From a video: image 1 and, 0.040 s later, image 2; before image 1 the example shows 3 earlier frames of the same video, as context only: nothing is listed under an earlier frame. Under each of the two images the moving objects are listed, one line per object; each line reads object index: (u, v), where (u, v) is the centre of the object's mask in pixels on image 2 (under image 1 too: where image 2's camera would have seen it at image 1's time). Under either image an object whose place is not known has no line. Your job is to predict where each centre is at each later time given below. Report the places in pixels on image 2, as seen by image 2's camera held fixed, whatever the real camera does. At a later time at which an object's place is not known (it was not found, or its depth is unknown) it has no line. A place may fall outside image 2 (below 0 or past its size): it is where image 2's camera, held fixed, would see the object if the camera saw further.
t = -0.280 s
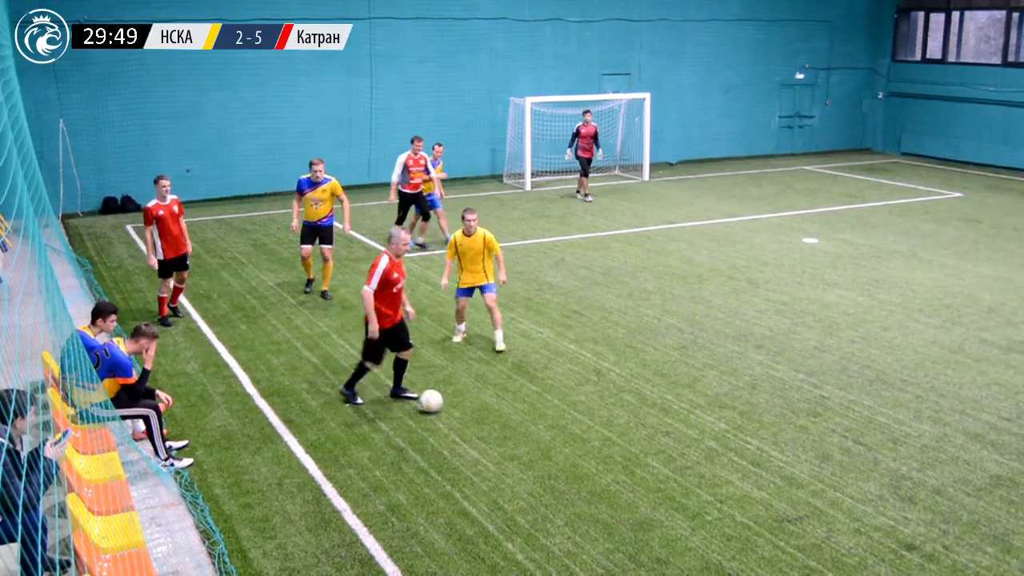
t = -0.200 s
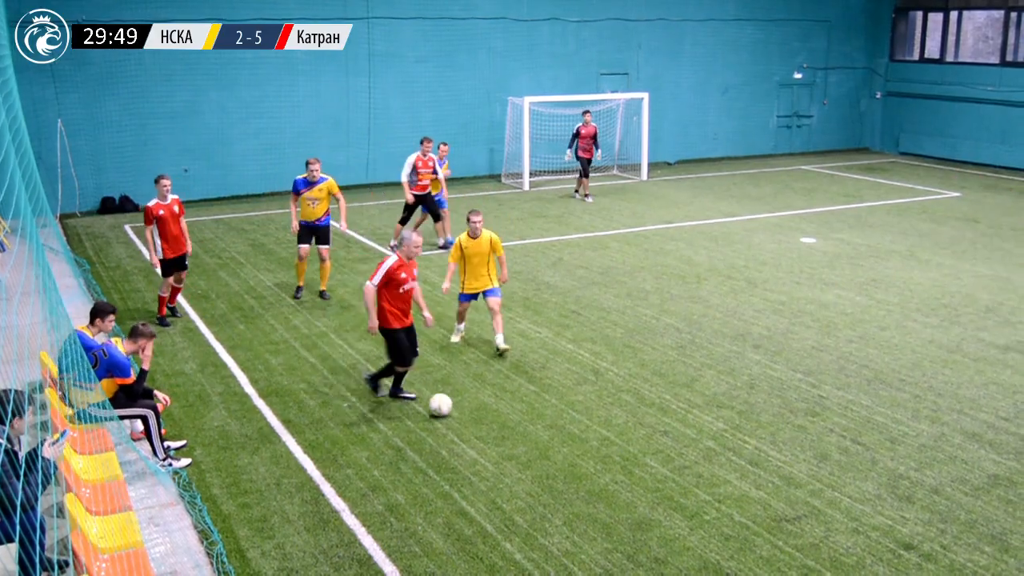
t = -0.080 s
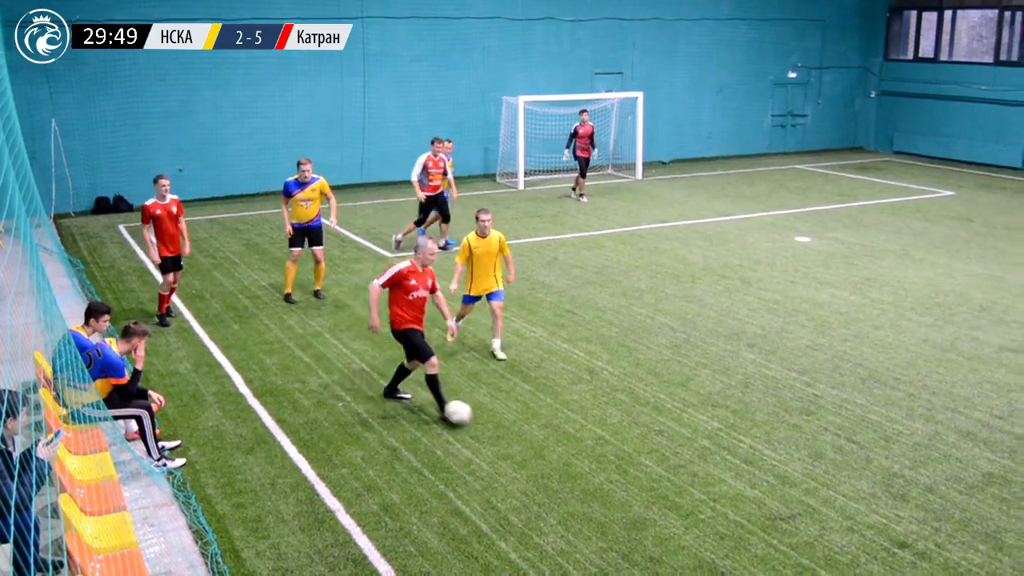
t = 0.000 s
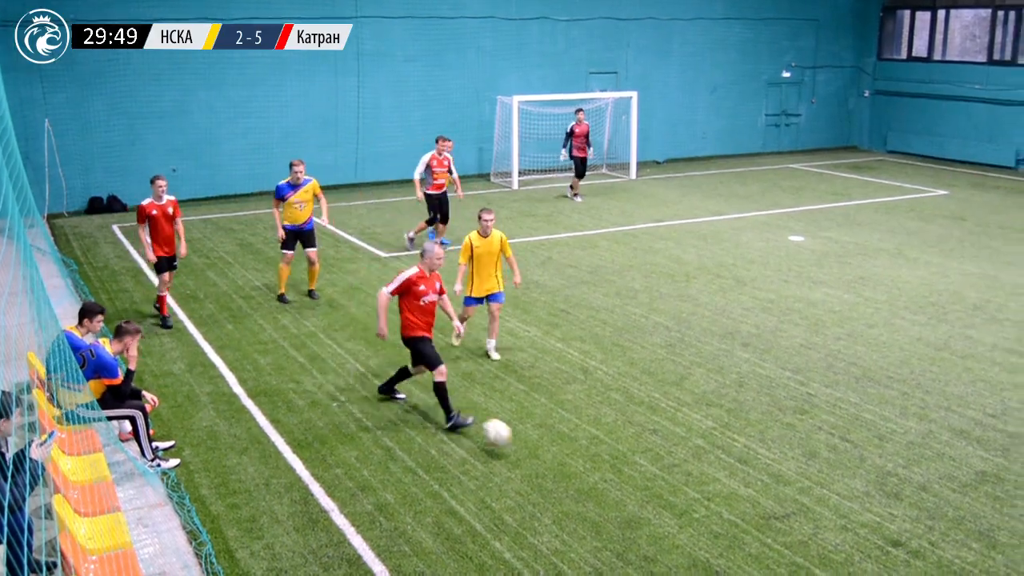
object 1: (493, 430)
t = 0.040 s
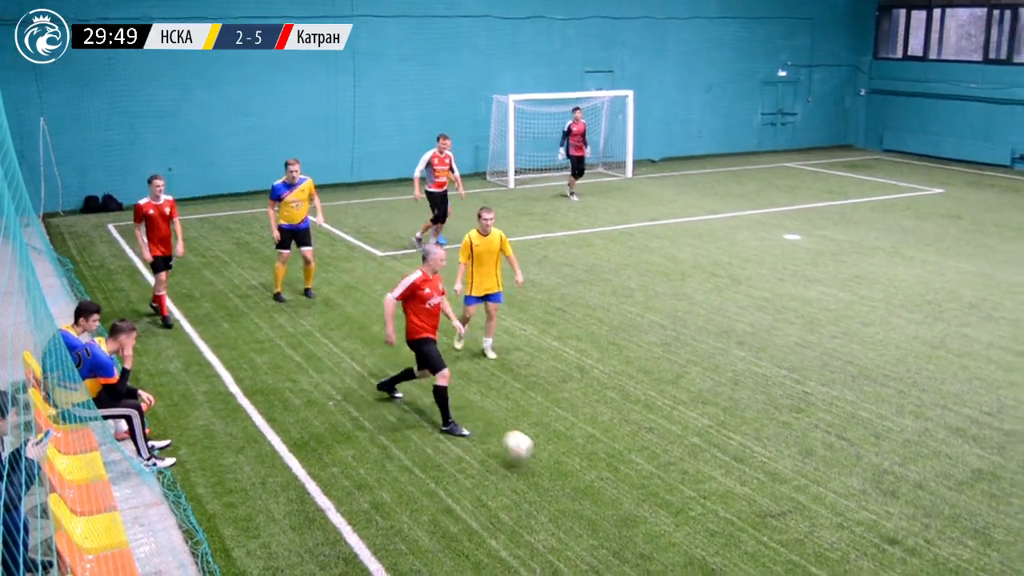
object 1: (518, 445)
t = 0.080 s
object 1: (544, 462)
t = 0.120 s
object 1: (573, 483)
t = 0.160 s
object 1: (602, 505)
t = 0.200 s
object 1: (630, 521)
